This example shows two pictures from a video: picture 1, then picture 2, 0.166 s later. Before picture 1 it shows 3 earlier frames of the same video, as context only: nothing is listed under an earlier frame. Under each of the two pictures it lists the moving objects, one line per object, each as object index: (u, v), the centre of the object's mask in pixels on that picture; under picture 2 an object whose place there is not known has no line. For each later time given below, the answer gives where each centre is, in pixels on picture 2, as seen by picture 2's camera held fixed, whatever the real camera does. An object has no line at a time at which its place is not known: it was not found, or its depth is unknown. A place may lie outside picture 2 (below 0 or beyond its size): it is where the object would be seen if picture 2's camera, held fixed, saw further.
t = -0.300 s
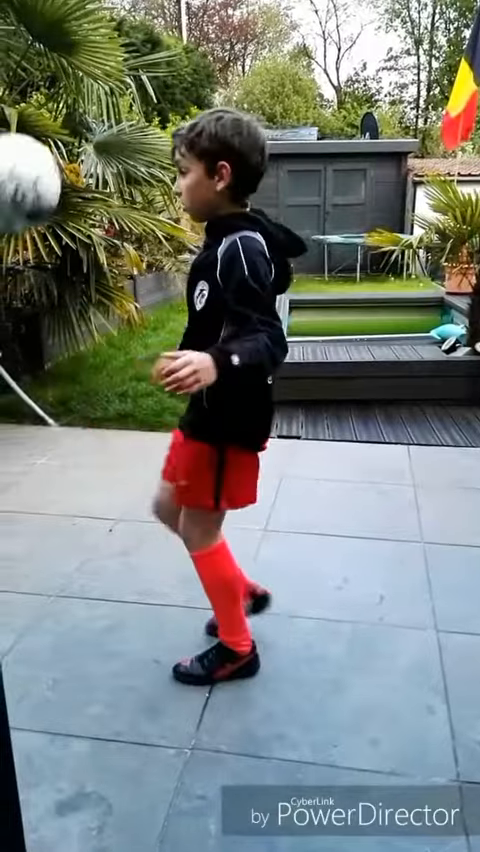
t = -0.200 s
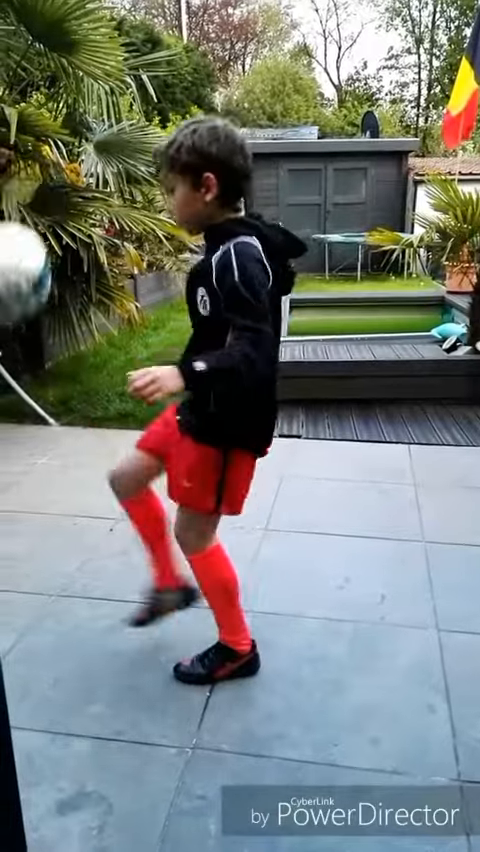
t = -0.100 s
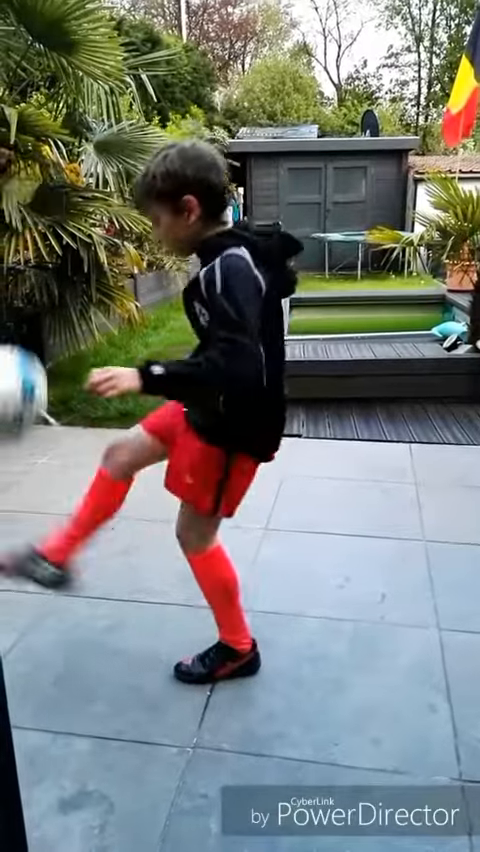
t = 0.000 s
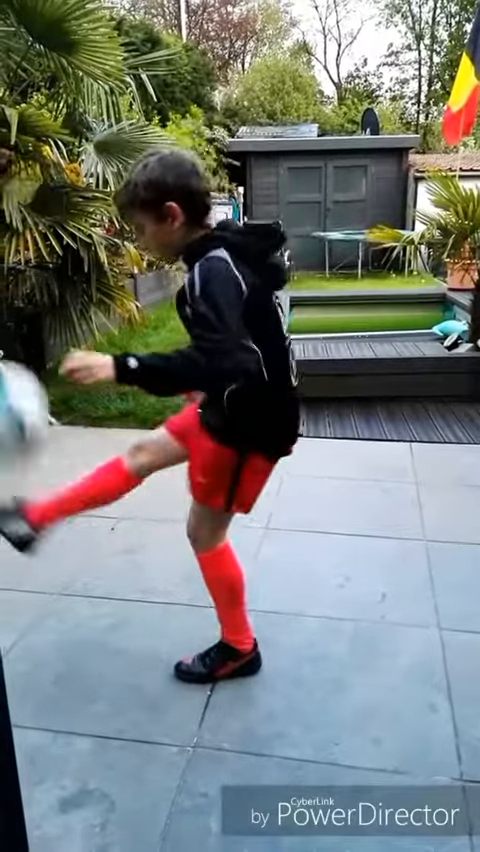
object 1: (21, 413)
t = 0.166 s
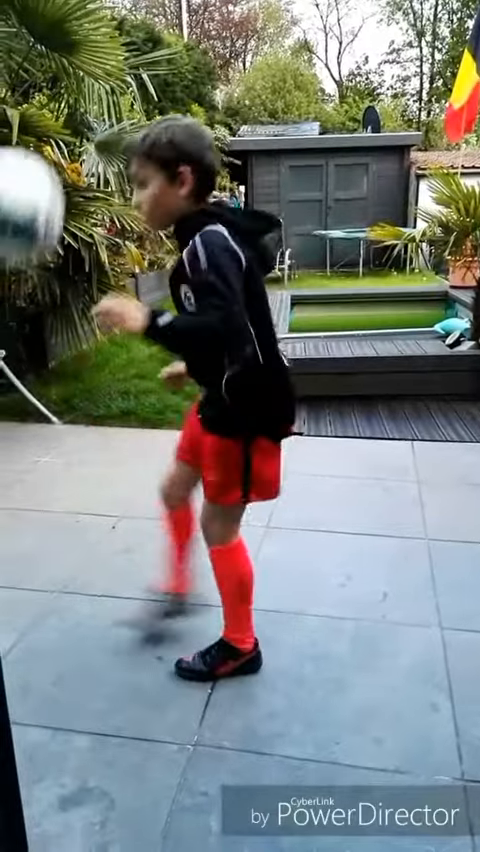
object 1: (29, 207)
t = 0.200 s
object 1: (32, 176)
